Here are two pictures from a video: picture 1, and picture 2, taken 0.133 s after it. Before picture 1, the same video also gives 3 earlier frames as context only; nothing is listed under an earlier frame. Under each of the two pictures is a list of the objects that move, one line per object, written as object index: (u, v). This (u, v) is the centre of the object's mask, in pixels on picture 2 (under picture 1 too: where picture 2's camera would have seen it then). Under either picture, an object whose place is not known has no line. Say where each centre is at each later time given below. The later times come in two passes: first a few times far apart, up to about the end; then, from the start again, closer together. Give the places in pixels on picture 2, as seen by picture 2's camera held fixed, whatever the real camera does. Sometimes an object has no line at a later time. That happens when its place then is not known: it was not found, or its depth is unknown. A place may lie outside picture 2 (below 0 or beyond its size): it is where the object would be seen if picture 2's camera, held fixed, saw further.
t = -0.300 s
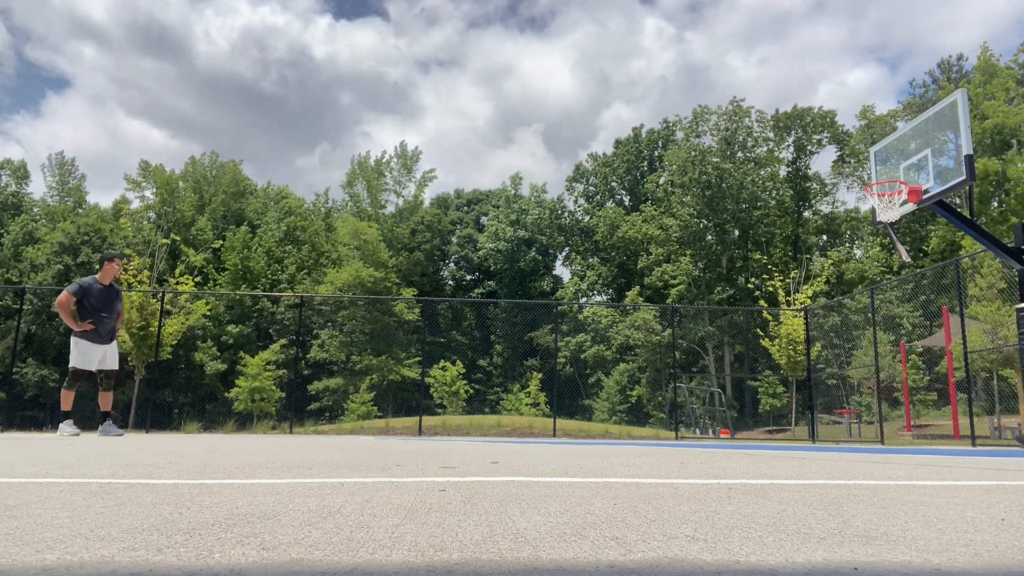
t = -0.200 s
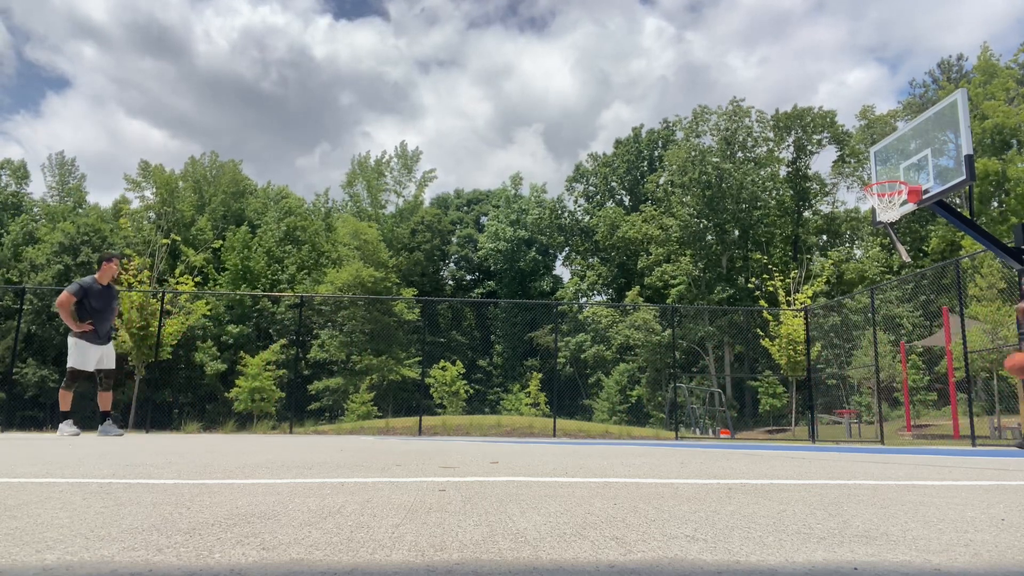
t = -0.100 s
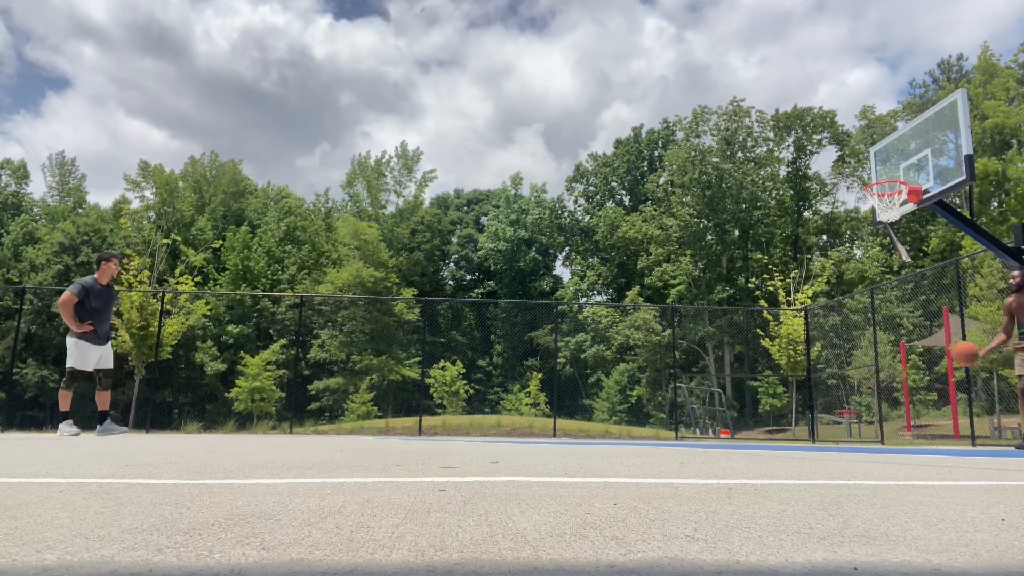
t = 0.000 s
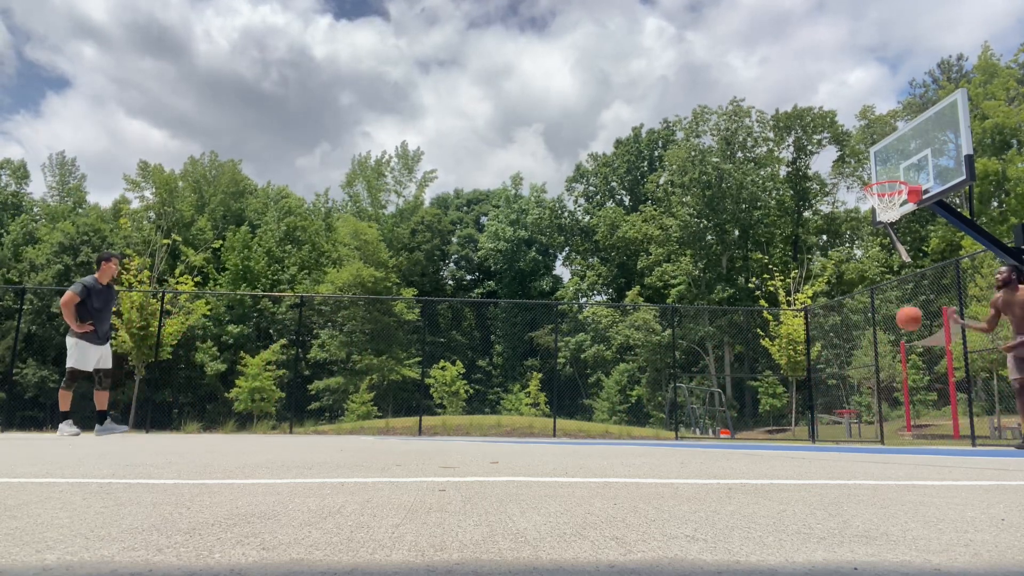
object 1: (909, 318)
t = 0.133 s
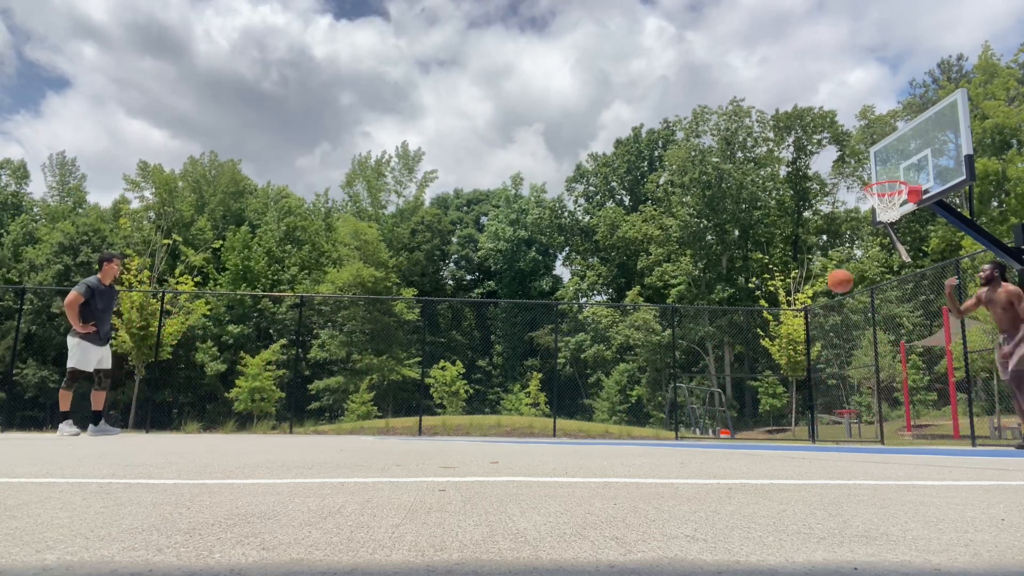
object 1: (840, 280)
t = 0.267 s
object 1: (776, 262)
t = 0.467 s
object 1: (686, 265)
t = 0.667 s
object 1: (601, 303)
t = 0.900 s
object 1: (505, 394)
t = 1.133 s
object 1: (429, 366)
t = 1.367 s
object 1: (358, 318)
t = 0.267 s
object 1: (776, 262)
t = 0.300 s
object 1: (760, 260)
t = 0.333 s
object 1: (745, 258)
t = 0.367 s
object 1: (730, 258)
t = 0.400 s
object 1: (715, 259)
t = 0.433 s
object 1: (701, 262)
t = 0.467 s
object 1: (686, 265)
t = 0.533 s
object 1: (657, 274)
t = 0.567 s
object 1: (643, 279)
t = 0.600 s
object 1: (629, 286)
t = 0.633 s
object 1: (615, 294)
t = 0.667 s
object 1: (601, 303)
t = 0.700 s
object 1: (587, 313)
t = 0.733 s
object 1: (574, 324)
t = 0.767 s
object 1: (560, 336)
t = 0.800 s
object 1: (546, 349)
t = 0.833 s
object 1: (532, 363)
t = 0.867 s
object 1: (519, 378)
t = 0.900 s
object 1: (505, 394)
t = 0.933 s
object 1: (492, 411)
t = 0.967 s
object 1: (478, 429)
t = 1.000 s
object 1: (469, 416)
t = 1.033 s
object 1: (459, 402)
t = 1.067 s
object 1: (449, 390)
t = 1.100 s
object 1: (439, 377)
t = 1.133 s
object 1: (429, 366)
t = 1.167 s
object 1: (419, 356)
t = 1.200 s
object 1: (409, 347)
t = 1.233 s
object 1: (399, 339)
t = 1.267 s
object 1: (389, 332)
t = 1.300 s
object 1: (378, 327)
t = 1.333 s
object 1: (368, 322)
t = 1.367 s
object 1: (358, 318)
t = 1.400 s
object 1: (347, 316)
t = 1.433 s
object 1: (337, 314)
